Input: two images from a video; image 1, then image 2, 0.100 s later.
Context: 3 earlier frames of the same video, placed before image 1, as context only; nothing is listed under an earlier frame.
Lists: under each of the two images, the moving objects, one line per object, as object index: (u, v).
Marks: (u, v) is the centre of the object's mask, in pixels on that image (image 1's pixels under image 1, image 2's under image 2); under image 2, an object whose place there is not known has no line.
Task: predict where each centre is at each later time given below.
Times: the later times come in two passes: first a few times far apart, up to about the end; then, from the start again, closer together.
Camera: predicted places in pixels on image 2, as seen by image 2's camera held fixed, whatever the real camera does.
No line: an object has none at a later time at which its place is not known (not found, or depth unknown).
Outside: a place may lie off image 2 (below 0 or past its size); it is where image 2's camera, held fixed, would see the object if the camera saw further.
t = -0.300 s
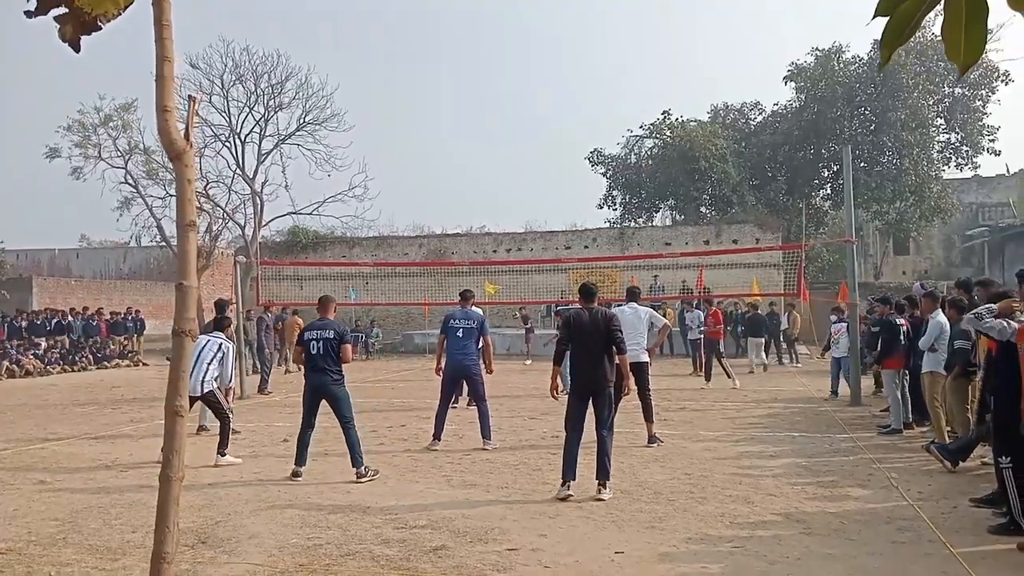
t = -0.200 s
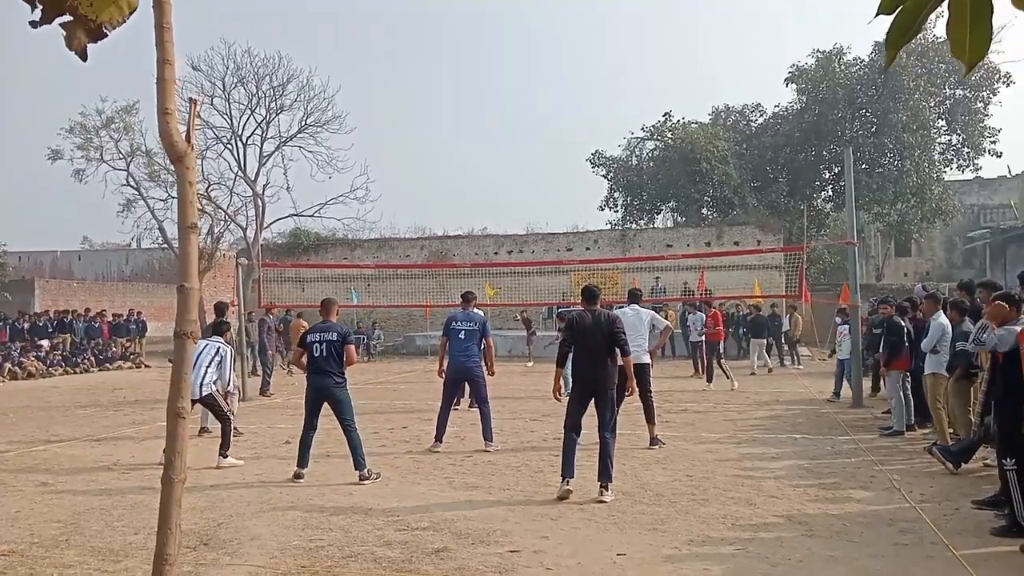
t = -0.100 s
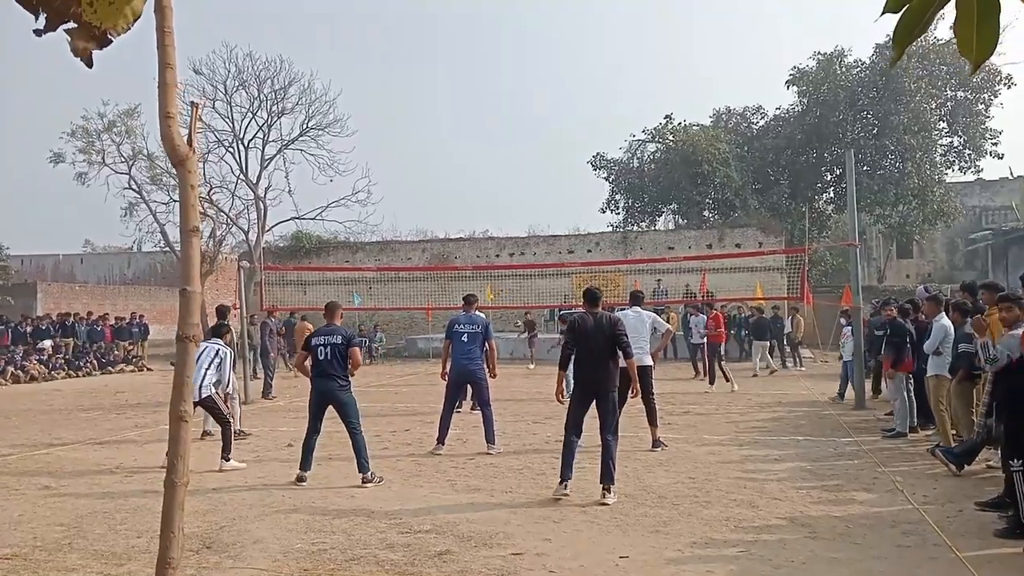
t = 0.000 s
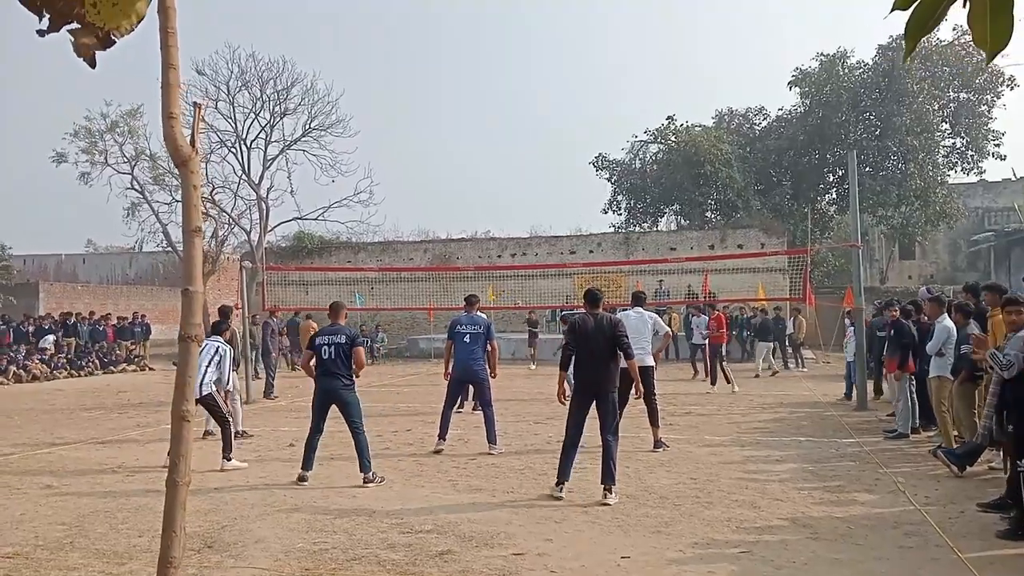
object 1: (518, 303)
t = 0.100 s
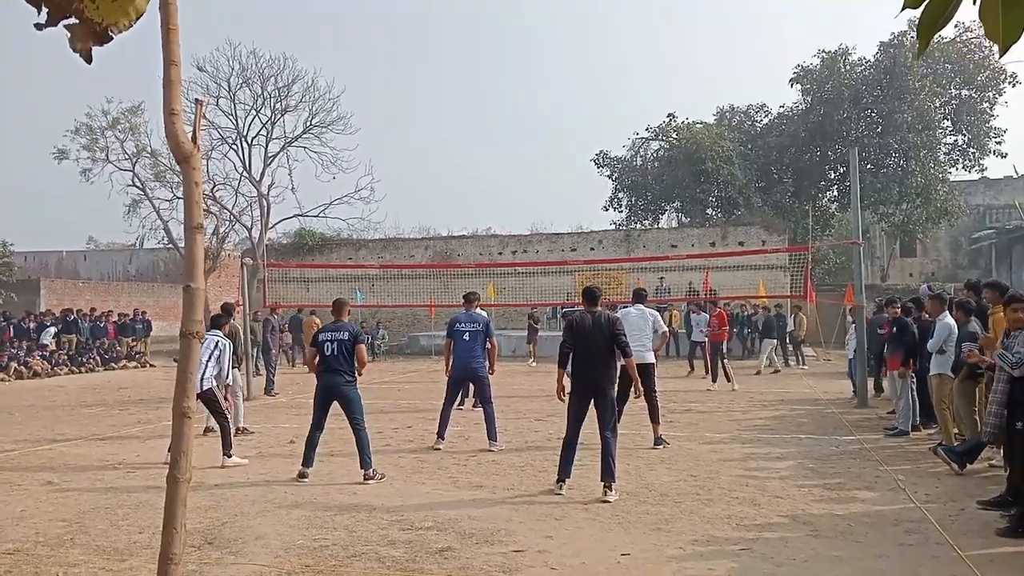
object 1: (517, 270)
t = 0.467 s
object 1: (506, 175)
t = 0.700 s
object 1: (495, 136)
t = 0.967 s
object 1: (471, 123)
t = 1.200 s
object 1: (443, 155)
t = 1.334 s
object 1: (425, 197)
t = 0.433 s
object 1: (507, 183)
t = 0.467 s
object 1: (506, 175)
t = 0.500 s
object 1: (505, 168)
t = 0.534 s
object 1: (504, 162)
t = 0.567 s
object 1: (502, 156)
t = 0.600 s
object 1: (500, 150)
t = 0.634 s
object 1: (498, 145)
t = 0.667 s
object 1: (497, 140)
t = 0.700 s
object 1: (495, 136)
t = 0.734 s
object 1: (492, 132)
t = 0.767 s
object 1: (490, 129)
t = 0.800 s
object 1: (488, 126)
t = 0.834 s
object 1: (485, 124)
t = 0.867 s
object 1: (482, 123)
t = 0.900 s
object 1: (479, 121)
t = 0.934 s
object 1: (475, 122)
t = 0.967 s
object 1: (471, 123)
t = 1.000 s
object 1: (468, 124)
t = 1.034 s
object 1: (464, 126)
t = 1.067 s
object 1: (460, 130)
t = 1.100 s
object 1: (456, 135)
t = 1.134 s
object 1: (452, 140)
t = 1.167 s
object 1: (447, 147)
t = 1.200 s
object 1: (443, 155)
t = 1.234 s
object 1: (439, 163)
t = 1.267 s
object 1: (434, 173)
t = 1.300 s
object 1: (429, 185)
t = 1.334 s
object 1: (425, 197)
